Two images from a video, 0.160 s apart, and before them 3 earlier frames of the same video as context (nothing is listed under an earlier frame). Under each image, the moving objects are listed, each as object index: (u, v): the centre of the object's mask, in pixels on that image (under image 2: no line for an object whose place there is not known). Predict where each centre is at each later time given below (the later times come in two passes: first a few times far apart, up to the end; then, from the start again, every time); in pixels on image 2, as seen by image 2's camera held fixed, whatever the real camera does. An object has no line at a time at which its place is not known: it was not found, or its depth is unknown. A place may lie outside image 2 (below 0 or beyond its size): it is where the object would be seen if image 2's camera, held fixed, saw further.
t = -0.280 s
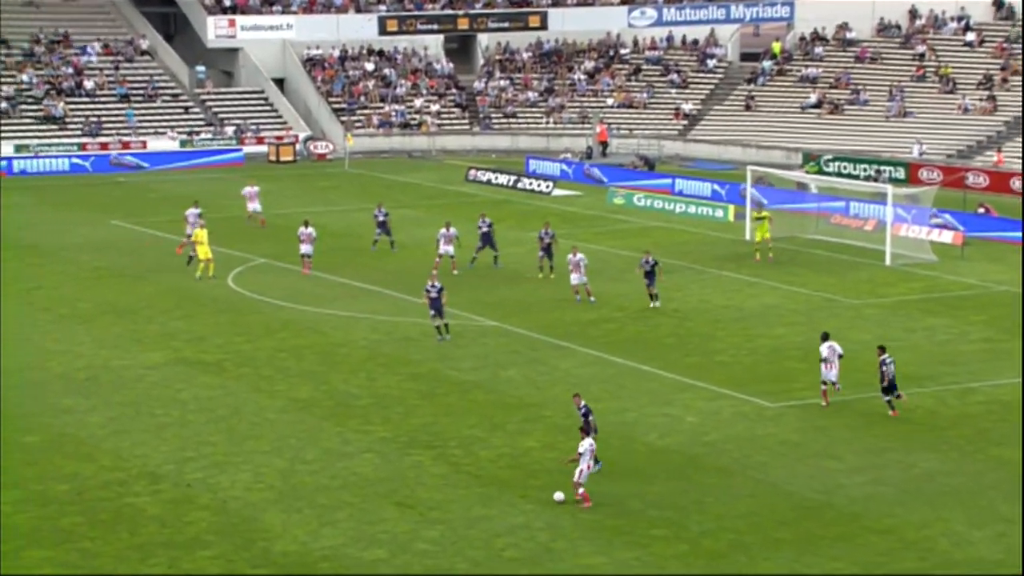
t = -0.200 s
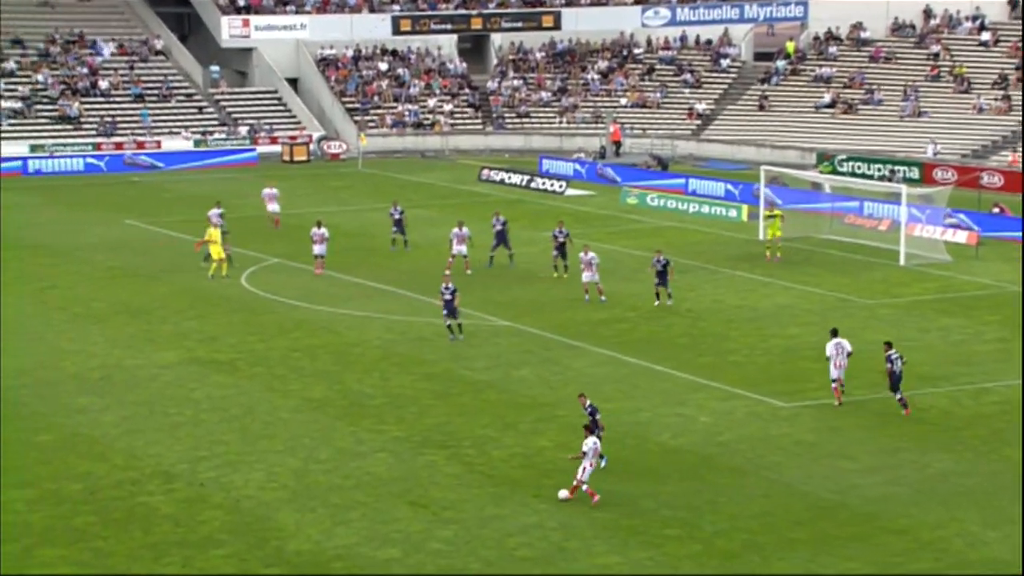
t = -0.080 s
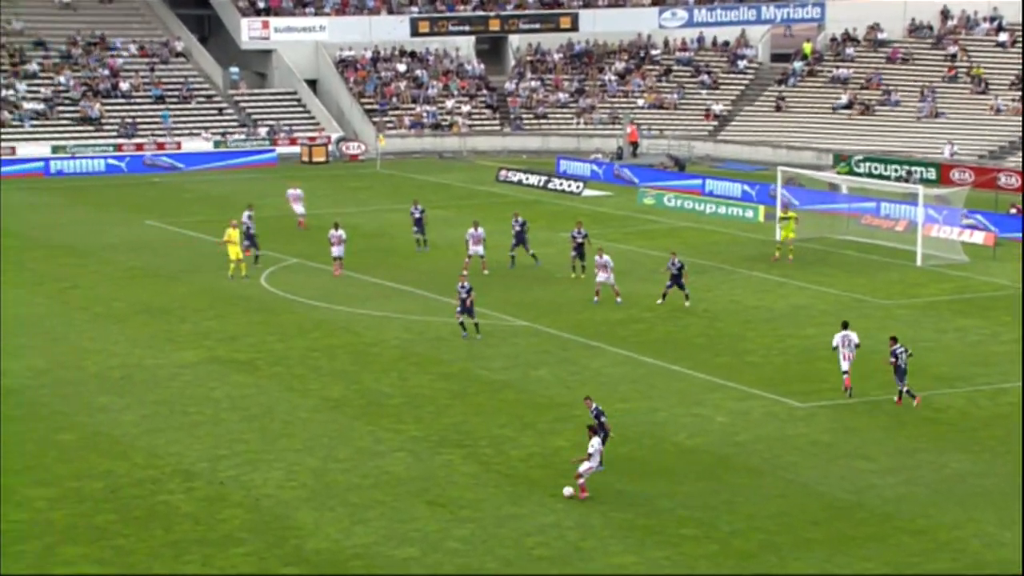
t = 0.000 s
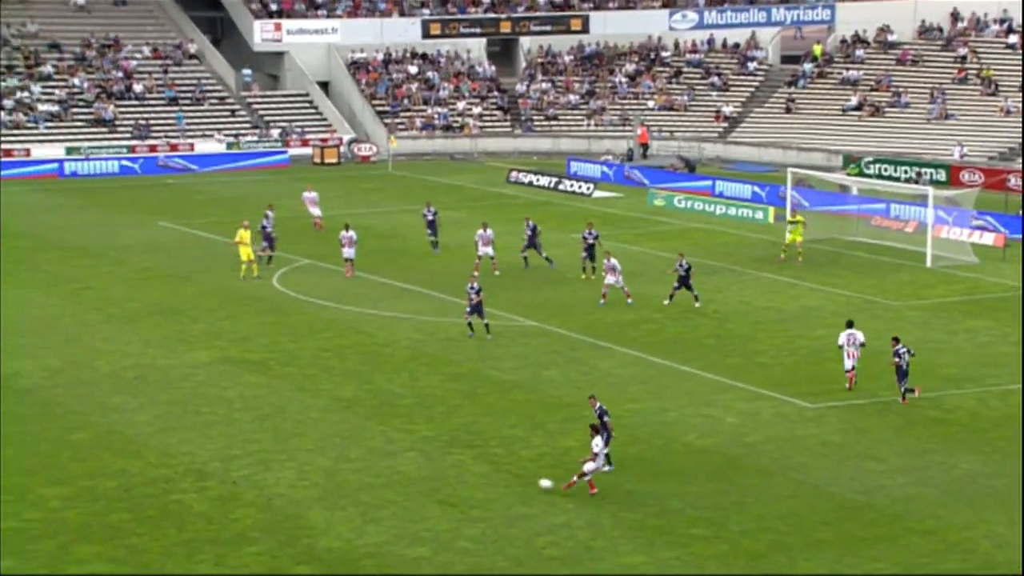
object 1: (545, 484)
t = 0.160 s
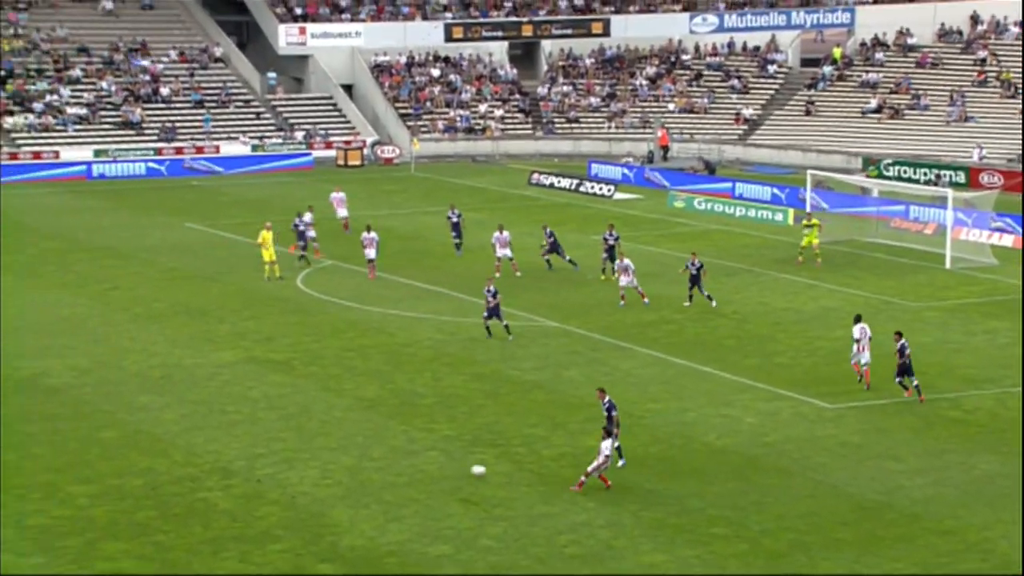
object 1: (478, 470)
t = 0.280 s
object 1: (419, 461)
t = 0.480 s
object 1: (332, 449)
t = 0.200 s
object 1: (457, 468)
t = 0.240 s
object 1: (437, 466)
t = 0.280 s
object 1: (419, 461)
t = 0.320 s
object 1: (401, 457)
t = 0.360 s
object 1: (383, 453)
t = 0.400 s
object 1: (366, 451)
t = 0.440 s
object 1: (349, 449)
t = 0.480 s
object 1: (332, 449)
